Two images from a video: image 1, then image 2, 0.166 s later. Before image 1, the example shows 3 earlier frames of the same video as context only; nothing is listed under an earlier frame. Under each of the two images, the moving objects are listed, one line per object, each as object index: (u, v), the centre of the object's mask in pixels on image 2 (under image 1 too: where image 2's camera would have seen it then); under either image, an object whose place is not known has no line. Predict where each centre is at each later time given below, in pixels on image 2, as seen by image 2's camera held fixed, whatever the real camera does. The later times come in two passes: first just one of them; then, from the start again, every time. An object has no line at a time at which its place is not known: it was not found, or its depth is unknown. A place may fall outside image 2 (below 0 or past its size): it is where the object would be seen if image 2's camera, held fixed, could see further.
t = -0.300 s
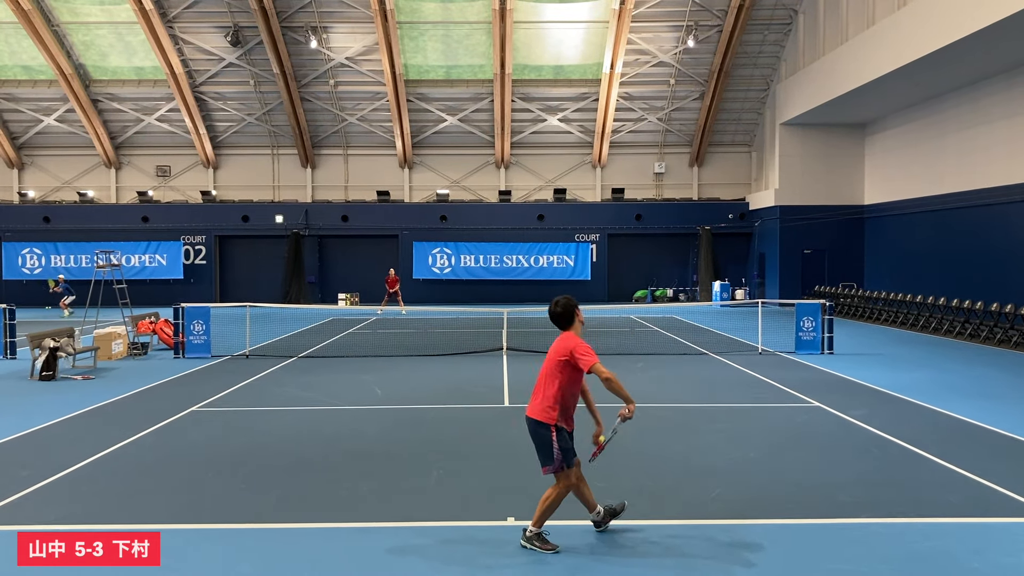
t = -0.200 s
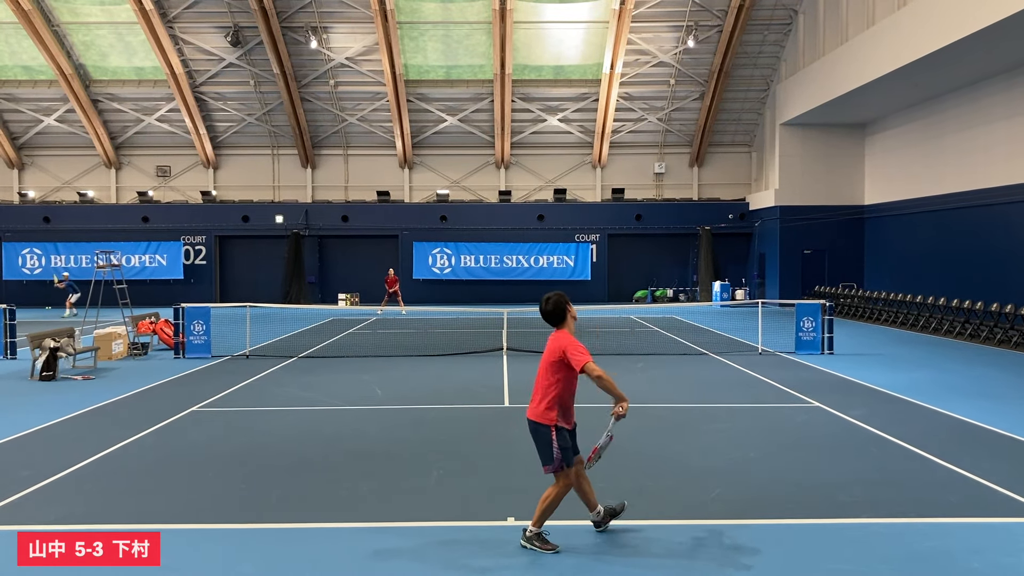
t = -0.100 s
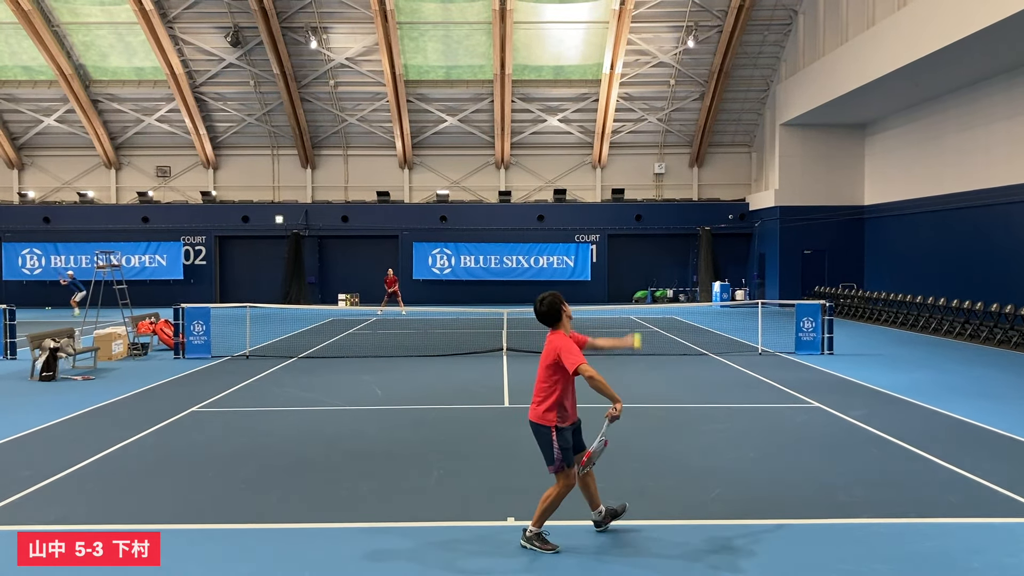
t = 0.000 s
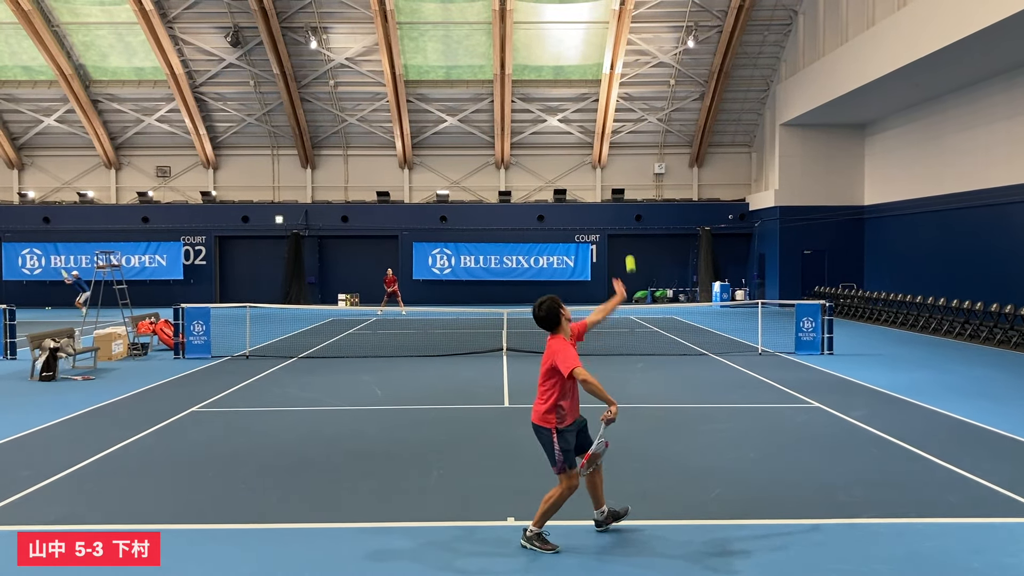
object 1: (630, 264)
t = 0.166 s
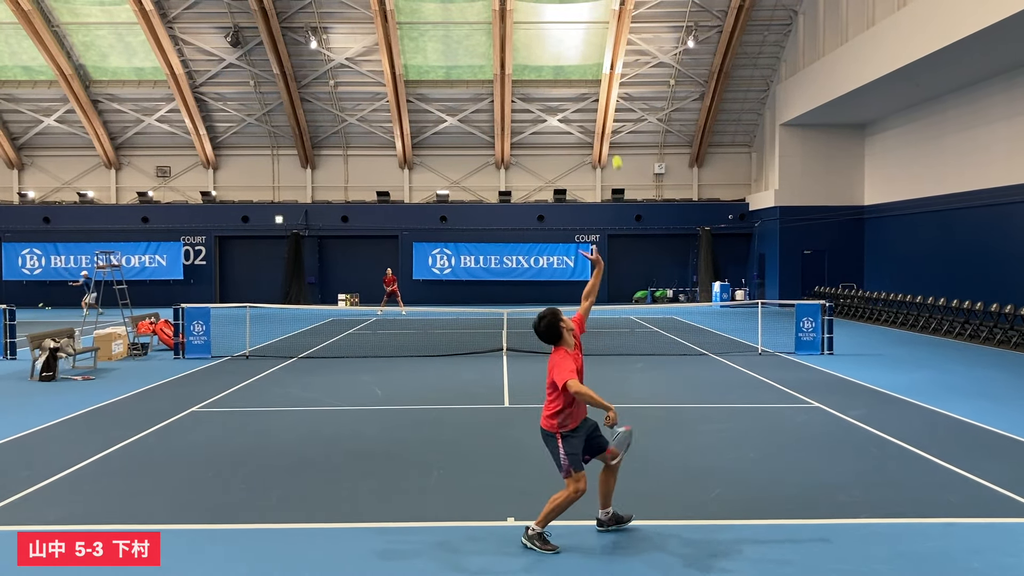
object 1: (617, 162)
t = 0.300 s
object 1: (607, 108)
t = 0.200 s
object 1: (614, 146)
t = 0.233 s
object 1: (612, 131)
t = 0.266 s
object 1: (609, 120)
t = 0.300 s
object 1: (607, 108)
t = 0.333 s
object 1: (606, 98)
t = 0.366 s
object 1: (601, 90)
